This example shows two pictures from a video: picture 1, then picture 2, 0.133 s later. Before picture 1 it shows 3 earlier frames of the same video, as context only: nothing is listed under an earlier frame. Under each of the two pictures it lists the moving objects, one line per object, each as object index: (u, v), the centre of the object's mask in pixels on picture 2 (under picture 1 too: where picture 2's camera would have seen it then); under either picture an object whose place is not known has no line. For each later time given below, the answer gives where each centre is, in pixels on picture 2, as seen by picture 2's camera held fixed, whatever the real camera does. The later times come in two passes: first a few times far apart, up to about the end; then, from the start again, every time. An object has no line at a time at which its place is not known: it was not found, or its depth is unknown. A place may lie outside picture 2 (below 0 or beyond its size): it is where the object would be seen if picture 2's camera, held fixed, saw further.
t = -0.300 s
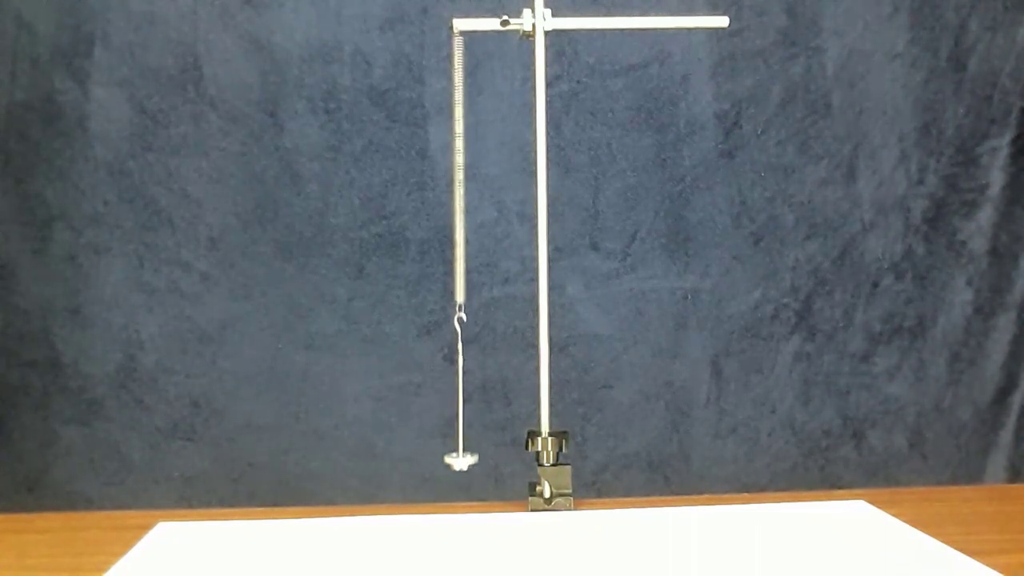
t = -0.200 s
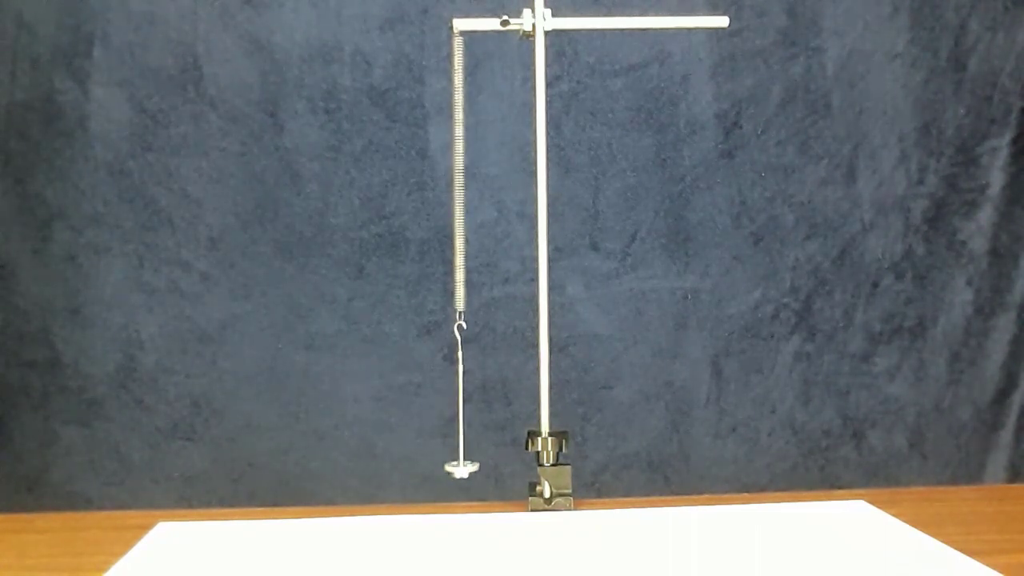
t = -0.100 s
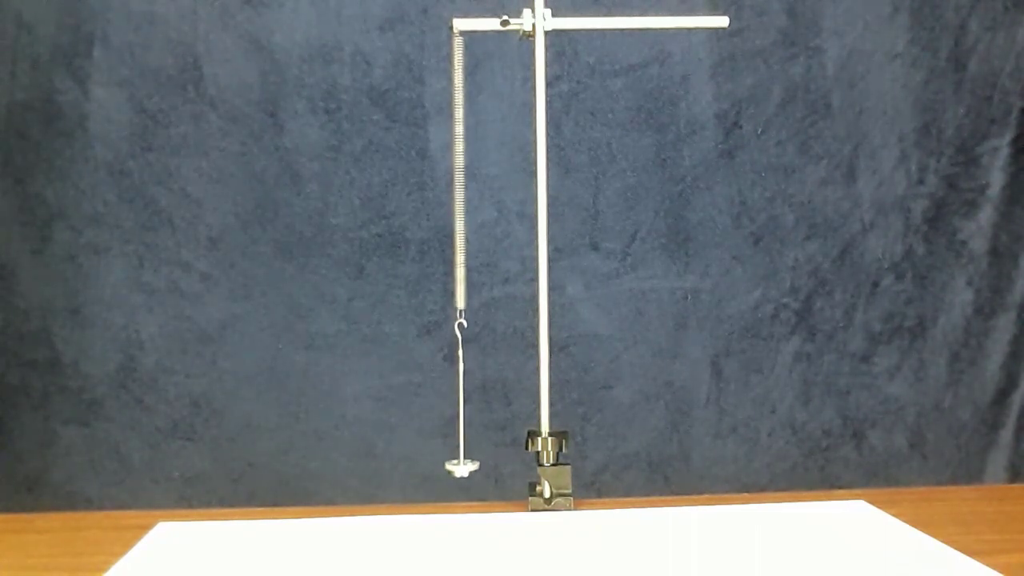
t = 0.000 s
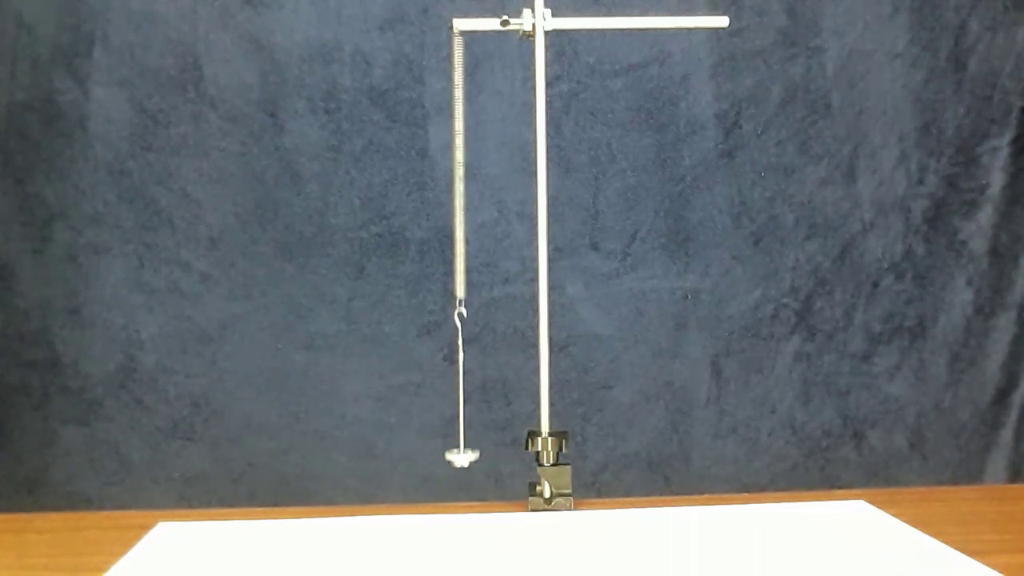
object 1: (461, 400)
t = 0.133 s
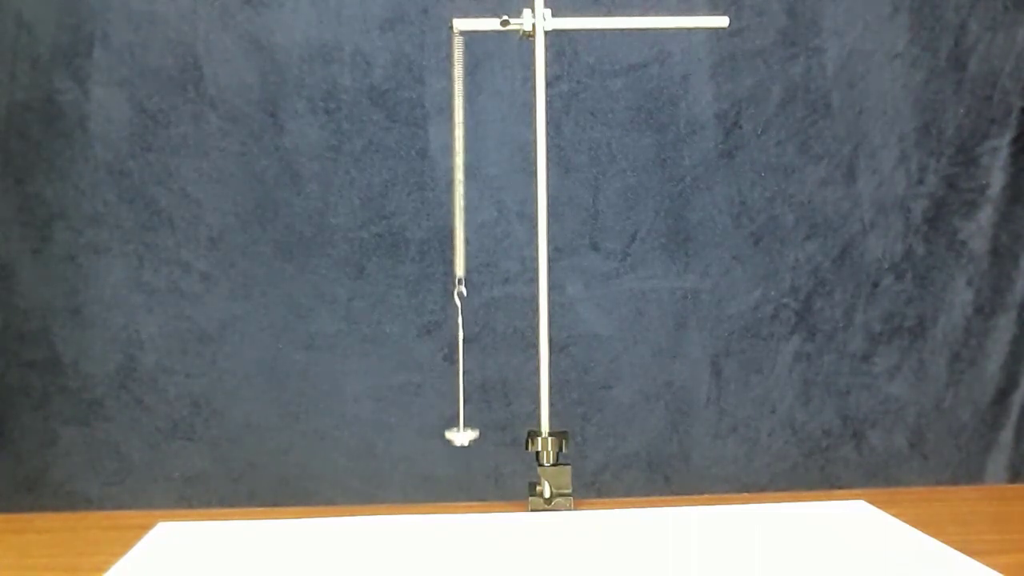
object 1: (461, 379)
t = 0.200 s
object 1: (461, 367)
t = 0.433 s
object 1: (460, 361)
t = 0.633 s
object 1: (460, 392)
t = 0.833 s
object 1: (460, 411)
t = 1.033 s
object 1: (461, 399)
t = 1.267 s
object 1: (461, 362)
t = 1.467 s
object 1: (461, 361)
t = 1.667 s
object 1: (460, 395)
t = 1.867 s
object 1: (460, 412)
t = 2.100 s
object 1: (459, 390)
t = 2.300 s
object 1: (460, 360)
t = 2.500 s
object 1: (461, 364)
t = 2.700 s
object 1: (461, 395)
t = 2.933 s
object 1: (461, 412)
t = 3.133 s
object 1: (460, 388)
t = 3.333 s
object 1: (459, 358)
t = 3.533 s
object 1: (460, 366)
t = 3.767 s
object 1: (461, 403)
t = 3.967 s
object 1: (461, 410)
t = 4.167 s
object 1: (461, 385)
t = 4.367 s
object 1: (460, 358)
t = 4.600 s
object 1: (459, 372)
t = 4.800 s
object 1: (460, 403)
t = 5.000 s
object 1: (461, 411)
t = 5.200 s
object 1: (461, 384)
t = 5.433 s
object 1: (461, 356)
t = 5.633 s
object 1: (460, 374)
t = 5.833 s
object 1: (460, 405)
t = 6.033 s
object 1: (460, 407)
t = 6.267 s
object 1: (460, 371)
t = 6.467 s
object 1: (461, 357)
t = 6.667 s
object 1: (461, 383)
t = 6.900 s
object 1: (460, 412)
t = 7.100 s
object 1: (460, 401)
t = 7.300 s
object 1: (459, 369)
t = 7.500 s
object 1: (460, 359)
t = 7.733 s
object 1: (461, 390)
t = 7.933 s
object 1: (461, 413)
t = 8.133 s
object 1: (461, 400)
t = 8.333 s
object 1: (460, 367)
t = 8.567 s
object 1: (459, 361)
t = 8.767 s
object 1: (460, 392)
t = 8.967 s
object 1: (461, 411)
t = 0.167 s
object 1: (461, 373)
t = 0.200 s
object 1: (461, 367)
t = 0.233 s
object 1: (461, 363)
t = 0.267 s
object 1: (461, 360)
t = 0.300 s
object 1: (460, 357)
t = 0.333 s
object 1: (460, 357)
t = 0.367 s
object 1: (460, 356)
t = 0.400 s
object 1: (460, 357)
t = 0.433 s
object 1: (460, 361)
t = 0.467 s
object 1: (460, 364)
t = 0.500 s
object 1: (460, 369)
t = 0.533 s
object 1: (460, 374)
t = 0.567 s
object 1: (459, 380)
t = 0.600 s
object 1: (460, 386)
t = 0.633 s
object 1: (460, 392)
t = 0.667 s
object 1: (460, 396)
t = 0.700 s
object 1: (460, 401)
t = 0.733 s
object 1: (460, 405)
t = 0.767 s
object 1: (460, 409)
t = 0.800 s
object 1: (460, 411)
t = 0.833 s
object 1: (460, 411)
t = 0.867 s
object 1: (460, 413)
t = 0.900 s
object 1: (460, 412)
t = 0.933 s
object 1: (460, 408)
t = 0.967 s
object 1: (460, 406)
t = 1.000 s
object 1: (461, 402)
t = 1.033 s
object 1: (461, 399)
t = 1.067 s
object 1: (461, 392)
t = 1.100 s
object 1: (461, 389)
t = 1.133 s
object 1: (461, 381)
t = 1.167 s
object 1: (461, 377)
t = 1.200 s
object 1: (461, 371)
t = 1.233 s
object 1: (461, 365)
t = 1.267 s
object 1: (461, 362)
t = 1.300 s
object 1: (461, 358)
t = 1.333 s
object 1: (461, 357)
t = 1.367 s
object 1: (461, 355)
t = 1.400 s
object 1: (461, 357)
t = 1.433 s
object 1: (461, 359)
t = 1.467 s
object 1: (461, 361)
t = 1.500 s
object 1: (461, 366)
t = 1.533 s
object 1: (461, 371)
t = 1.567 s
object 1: (460, 375)
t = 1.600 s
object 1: (460, 381)
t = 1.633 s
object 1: (460, 387)
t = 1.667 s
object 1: (460, 395)
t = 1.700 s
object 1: (460, 400)
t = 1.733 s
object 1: (460, 403)
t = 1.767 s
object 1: (460, 406)
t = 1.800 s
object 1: (460, 410)
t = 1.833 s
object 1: (460, 411)
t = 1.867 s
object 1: (460, 412)
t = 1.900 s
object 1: (460, 412)
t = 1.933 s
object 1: (459, 411)
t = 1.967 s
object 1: (460, 410)
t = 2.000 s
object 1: (460, 404)
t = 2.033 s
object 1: (460, 400)
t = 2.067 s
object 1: (460, 395)
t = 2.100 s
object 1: (459, 390)
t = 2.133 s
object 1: (459, 384)
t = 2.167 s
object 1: (460, 378)
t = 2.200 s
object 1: (460, 374)
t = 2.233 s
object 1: (460, 369)
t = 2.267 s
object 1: (460, 364)
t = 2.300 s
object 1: (460, 360)
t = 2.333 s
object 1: (460, 356)
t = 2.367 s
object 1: (460, 356)
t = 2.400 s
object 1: (460, 356)
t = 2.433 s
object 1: (460, 358)
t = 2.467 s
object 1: (461, 360)
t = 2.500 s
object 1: (461, 364)
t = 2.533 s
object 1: (461, 368)
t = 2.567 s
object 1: (461, 374)
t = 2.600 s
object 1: (461, 379)
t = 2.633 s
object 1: (461, 385)
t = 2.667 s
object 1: (461, 387)
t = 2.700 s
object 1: (461, 395)
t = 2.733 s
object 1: (461, 401)
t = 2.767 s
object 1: (461, 403)
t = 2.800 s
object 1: (461, 407)
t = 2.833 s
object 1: (461, 409)
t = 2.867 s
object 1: (461, 412)
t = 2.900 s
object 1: (461, 410)
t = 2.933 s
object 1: (461, 412)
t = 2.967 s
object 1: (460, 410)
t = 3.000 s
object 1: (460, 406)
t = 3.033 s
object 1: (460, 403)
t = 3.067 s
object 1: (460, 398)
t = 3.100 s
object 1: (460, 395)
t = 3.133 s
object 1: (460, 388)
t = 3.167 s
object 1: (460, 383)
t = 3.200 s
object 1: (460, 377)
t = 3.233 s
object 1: (459, 371)
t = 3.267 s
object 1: (460, 368)
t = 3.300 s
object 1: (459, 362)
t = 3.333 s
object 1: (459, 358)
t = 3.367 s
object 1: (459, 357)
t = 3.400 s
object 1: (460, 357)
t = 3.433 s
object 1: (460, 356)
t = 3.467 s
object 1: (460, 359)
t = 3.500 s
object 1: (460, 360)
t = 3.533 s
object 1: (460, 366)
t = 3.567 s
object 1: (460, 370)
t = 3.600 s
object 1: (460, 376)
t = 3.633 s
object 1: (460, 381)
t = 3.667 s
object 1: (460, 386)
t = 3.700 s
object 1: (461, 391)
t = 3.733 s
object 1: (461, 397)
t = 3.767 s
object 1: (461, 403)
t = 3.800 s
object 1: (461, 405)
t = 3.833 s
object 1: (461, 407)
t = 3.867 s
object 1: (461, 411)
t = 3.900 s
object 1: (461, 410)
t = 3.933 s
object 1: (461, 411)
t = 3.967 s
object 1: (461, 410)
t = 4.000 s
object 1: (461, 408)
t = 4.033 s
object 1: (461, 404)
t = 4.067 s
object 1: (461, 403)
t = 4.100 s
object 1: (461, 396)
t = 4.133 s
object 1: (461, 392)
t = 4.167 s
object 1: (461, 385)
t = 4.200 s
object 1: (460, 379)
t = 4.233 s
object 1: (460, 375)
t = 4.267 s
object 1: (460, 370)
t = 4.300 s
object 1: (460, 365)
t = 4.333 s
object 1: (460, 361)
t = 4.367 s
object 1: (460, 358)
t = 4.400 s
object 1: (460, 357)
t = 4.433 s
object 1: (460, 357)
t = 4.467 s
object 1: (459, 358)
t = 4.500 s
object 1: (459, 358)
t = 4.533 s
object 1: (459, 362)
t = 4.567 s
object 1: (459, 366)
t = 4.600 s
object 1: (459, 372)
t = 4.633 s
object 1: (459, 378)
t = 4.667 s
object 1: (459, 383)
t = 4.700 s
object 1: (459, 389)
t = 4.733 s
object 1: (459, 393)
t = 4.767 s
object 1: (460, 399)
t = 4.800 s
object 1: (460, 403)
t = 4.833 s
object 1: (460, 408)
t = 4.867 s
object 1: (460, 408)
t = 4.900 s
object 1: (460, 412)
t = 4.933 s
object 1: (460, 411)
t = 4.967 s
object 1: (460, 411)
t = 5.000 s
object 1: (461, 411)
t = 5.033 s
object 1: (461, 407)
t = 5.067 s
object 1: (461, 403)
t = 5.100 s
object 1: (461, 401)
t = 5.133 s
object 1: (461, 394)
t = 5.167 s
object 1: (461, 389)
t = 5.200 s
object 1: (461, 384)
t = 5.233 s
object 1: (461, 378)
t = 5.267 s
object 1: (461, 373)
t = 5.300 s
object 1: (461, 368)
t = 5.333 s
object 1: (461, 363)
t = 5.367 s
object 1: (461, 361)
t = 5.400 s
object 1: (461, 358)
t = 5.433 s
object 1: (461, 356)
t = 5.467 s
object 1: (461, 357)
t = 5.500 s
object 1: (461, 357)
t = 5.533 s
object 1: (460, 361)
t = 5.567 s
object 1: (460, 364)
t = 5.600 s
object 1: (460, 370)
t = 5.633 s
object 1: (460, 374)
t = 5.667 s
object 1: (460, 379)
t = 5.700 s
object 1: (460, 385)
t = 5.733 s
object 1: (460, 390)
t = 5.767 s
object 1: (460, 398)
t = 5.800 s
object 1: (460, 401)
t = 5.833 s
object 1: (460, 405)
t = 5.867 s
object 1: (460, 408)
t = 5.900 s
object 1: (460, 411)
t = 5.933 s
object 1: (460, 411)
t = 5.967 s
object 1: (460, 411)
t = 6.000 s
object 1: (460, 409)
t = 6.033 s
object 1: (460, 407)
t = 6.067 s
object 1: (460, 403)
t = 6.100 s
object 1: (460, 397)
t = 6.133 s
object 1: (460, 394)
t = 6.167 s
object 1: (460, 386)
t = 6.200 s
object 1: (460, 382)
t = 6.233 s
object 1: (460, 375)
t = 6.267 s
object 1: (460, 371)
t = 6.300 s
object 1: (460, 366)
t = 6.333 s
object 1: (460, 362)
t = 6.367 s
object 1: (460, 359)
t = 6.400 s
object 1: (461, 356)
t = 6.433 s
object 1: (461, 355)
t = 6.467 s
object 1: (461, 357)
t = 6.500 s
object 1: (461, 360)
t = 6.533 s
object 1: (461, 363)
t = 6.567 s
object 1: (461, 367)
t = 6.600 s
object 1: (461, 372)
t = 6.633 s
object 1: (461, 376)
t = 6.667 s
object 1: (461, 383)
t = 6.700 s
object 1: (461, 387)
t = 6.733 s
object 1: (461, 394)
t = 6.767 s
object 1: (461, 398)
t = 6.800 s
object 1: (461, 402)
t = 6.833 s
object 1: (461, 406)
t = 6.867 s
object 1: (460, 410)
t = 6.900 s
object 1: (460, 412)
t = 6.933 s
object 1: (460, 411)
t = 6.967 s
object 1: (460, 412)
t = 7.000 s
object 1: (460, 410)
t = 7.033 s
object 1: (460, 409)
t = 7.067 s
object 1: (460, 404)
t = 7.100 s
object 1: (460, 401)
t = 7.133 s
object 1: (460, 394)
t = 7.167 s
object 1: (459, 389)
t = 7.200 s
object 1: (460, 385)
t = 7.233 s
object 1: (459, 379)
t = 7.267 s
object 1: (459, 374)
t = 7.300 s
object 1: (459, 369)
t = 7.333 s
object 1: (459, 365)
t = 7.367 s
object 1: (459, 360)
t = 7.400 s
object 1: (460, 359)
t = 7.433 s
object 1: (459, 356)
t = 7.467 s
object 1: (460, 356)
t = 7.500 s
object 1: (460, 359)
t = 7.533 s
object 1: (460, 361)
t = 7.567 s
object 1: (460, 365)
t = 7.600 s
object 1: (460, 368)
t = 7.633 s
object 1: (460, 374)
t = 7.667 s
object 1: (460, 378)
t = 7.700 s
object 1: (461, 385)
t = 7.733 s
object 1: (461, 390)
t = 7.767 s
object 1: (461, 395)
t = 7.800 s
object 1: (461, 399)
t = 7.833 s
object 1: (461, 404)
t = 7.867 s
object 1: (461, 408)
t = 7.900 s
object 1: (461, 409)
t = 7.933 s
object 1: (461, 413)
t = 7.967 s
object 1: (461, 412)
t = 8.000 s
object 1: (461, 412)
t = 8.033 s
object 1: (461, 408)
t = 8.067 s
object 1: (461, 408)
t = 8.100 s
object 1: (461, 403)
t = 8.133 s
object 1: (461, 400)
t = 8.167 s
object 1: (460, 394)
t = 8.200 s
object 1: (460, 390)
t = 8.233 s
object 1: (460, 384)
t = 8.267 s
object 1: (460, 379)
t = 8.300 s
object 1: (460, 372)
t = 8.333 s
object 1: (460, 367)
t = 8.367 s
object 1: (460, 363)
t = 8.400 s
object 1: (460, 360)
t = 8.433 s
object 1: (459, 356)
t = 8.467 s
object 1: (459, 356)
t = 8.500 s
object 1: (459, 357)
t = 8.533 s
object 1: (459, 359)
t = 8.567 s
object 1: (459, 361)
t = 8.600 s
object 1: (459, 366)
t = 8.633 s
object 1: (459, 370)
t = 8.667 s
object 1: (459, 374)
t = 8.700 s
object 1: (459, 380)
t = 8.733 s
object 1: (459, 386)
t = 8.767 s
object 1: (460, 392)
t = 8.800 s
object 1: (460, 398)
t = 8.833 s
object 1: (460, 401)
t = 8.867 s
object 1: (460, 404)
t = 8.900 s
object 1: (460, 408)
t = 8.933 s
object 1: (460, 409)
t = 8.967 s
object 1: (461, 411)
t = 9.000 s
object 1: (461, 412)
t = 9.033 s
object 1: (461, 411)
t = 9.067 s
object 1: (461, 409)
